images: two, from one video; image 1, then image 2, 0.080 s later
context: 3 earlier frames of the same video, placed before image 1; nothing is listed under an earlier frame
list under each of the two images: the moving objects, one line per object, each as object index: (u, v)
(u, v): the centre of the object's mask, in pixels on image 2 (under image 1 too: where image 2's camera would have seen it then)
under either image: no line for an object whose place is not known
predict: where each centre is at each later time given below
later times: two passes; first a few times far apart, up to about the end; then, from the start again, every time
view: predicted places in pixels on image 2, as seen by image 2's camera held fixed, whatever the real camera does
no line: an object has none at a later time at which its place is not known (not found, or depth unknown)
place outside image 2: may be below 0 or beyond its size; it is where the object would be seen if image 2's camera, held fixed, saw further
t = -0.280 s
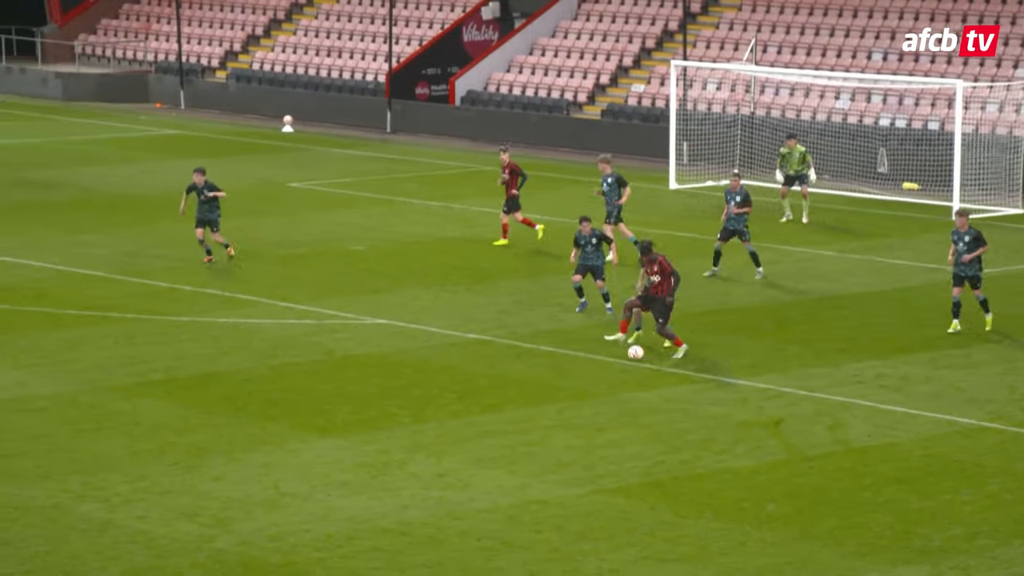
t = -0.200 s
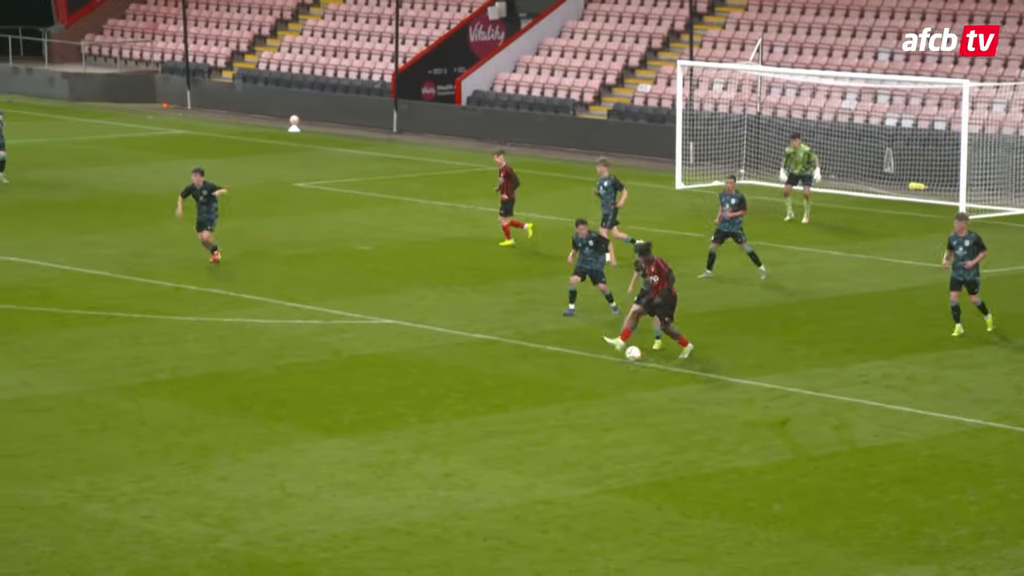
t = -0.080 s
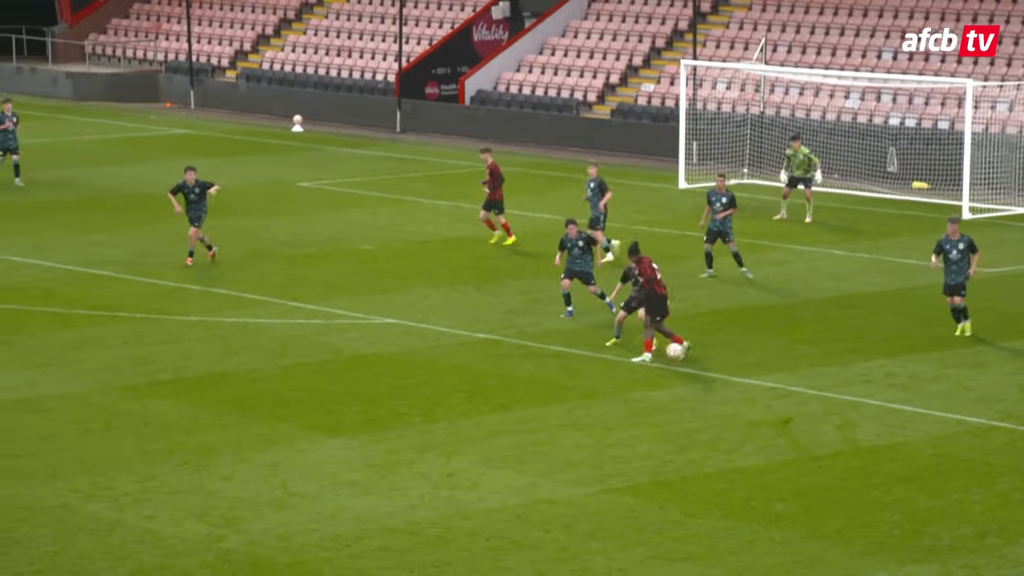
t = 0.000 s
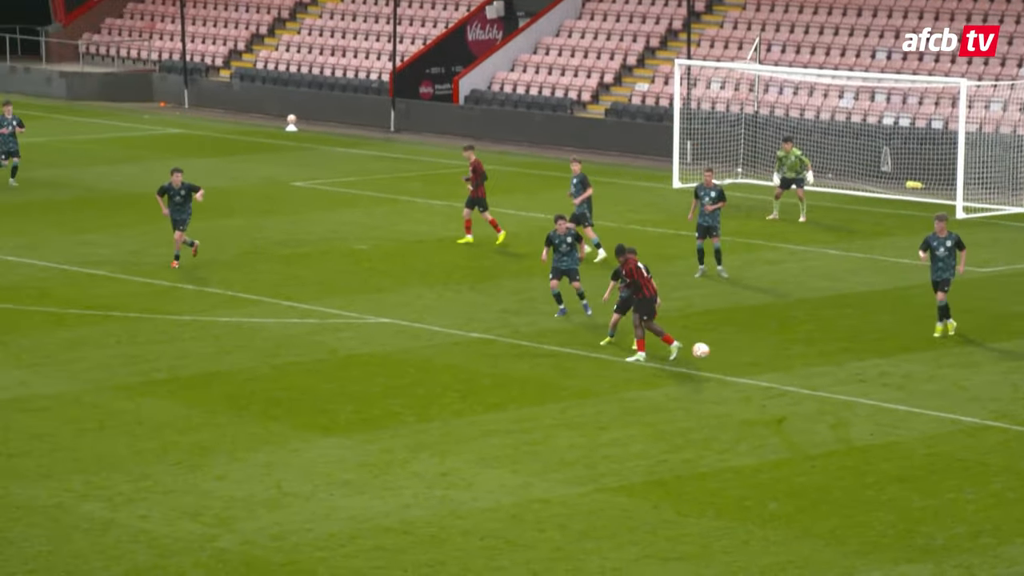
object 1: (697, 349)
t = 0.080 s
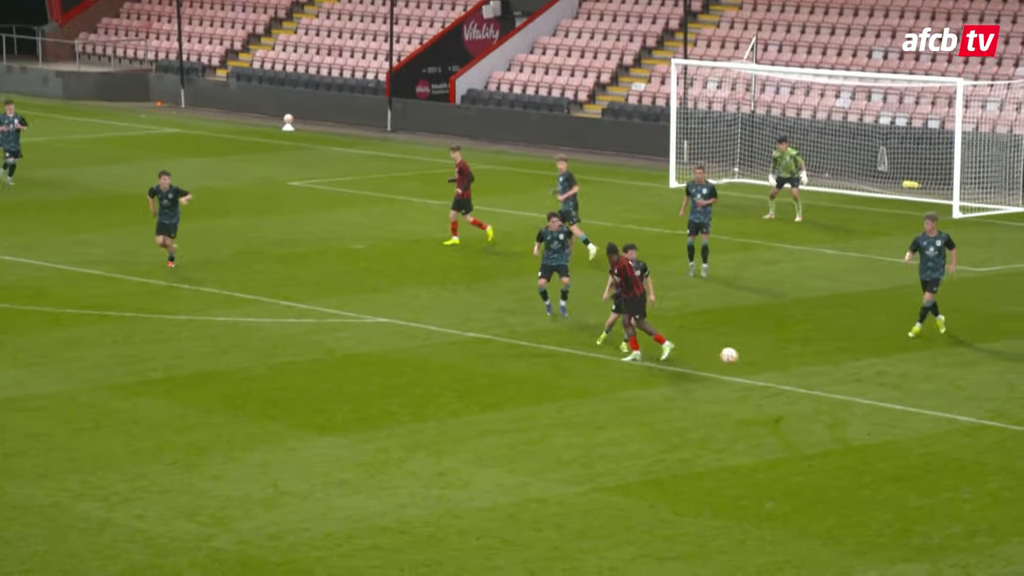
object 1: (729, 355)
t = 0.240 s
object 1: (792, 382)
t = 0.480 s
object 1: (870, 396)
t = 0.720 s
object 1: (940, 421)
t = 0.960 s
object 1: (1000, 440)
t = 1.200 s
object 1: (1055, 457)
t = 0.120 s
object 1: (744, 359)
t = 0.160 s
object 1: (761, 365)
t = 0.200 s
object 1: (776, 372)
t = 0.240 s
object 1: (792, 382)
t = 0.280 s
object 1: (808, 392)
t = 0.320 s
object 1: (821, 392)
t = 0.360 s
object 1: (833, 391)
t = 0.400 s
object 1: (845, 392)
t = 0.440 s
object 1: (858, 393)
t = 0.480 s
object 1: (870, 396)
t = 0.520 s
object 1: (882, 400)
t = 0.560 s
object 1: (895, 406)
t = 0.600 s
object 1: (907, 414)
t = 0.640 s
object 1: (919, 420)
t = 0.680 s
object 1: (929, 421)
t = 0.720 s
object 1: (940, 421)
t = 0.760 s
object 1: (951, 423)
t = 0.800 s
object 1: (961, 428)
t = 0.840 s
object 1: (971, 432)
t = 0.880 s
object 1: (981, 436)
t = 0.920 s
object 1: (991, 438)
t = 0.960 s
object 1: (1000, 440)
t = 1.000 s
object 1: (1009, 442)
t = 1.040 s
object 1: (1018, 447)
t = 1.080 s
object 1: (1028, 449)
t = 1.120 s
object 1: (1037, 450)
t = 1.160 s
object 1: (1046, 453)
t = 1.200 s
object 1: (1055, 457)
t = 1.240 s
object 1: (1064, 459)
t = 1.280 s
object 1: (1073, 461)
